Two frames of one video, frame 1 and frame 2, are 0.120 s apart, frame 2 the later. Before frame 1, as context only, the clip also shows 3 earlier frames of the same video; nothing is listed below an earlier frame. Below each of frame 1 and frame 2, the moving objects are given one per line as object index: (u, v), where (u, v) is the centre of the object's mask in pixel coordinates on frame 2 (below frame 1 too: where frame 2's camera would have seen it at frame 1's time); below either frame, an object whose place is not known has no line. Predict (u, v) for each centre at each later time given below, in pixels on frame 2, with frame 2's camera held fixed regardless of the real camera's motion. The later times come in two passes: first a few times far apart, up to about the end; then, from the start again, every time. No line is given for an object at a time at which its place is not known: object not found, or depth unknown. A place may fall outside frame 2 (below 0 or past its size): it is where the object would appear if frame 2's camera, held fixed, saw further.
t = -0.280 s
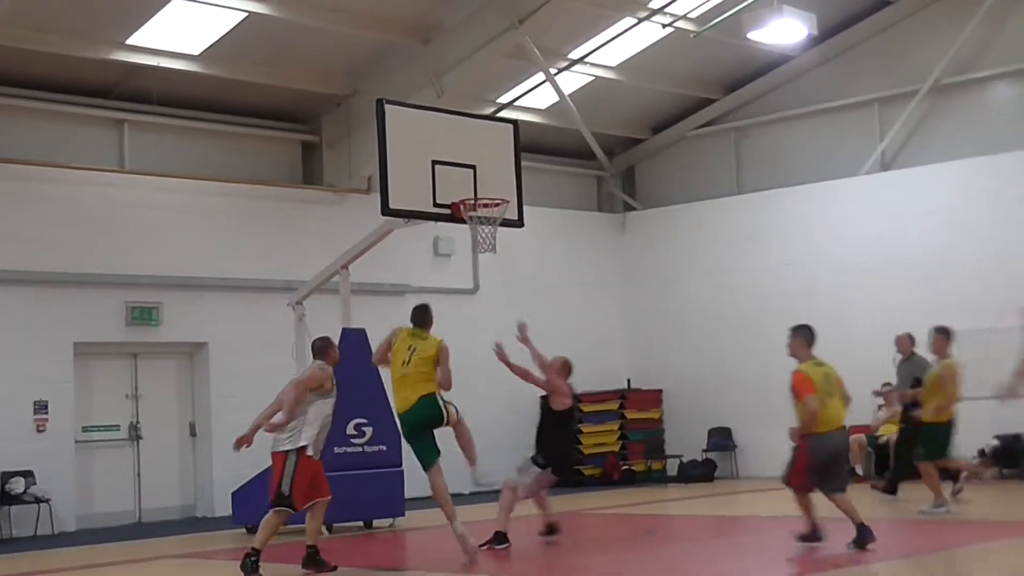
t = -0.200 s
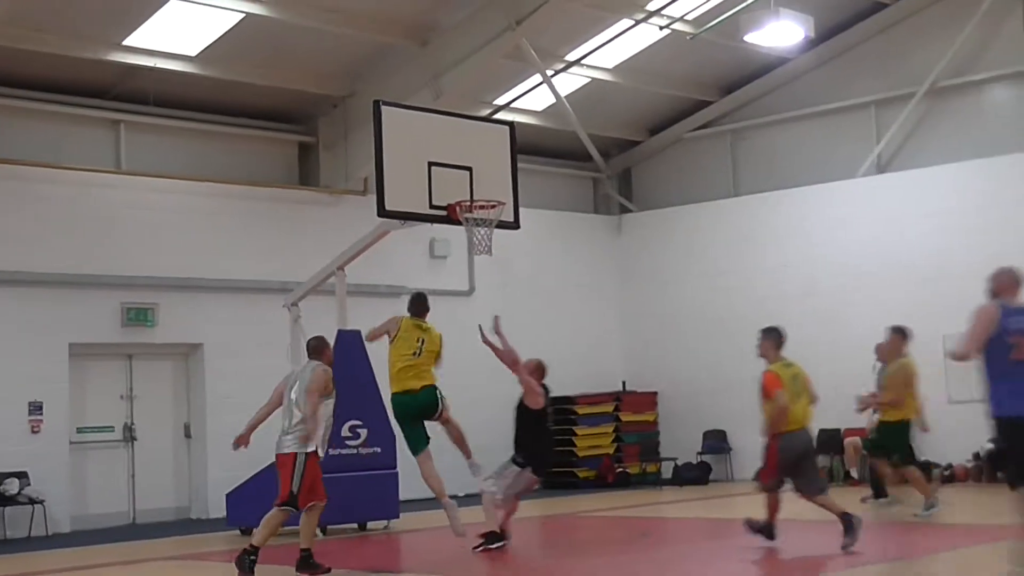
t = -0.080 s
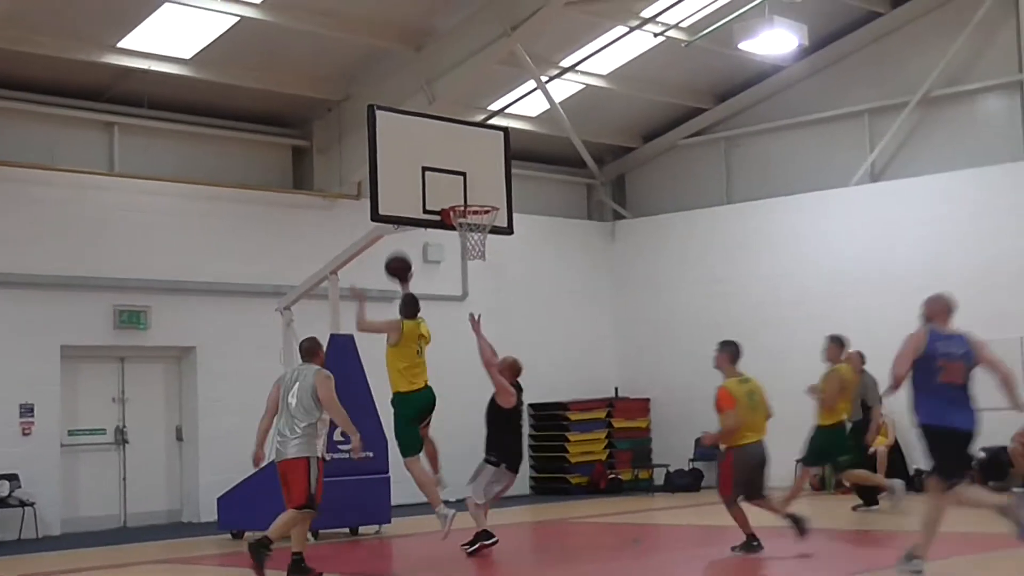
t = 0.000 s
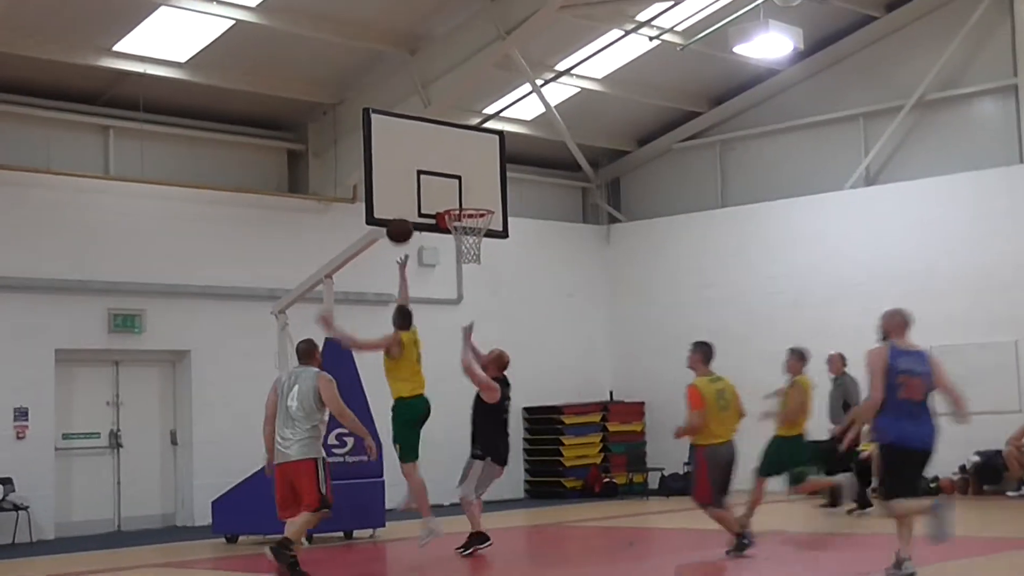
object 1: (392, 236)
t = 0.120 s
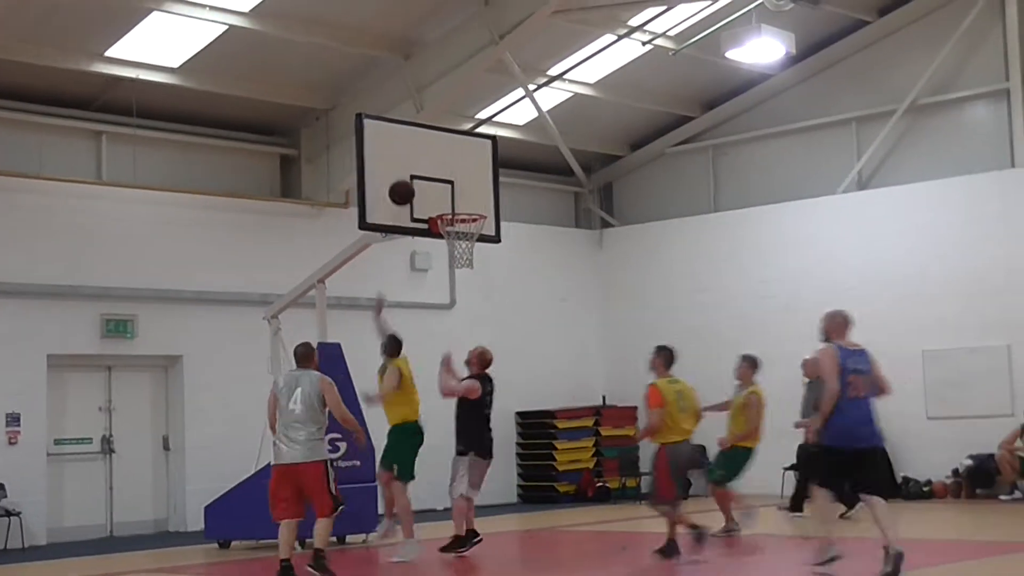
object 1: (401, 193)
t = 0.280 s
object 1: (414, 162)
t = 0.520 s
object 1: (443, 162)
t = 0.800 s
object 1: (466, 206)
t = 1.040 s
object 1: (454, 232)
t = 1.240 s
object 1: (462, 250)
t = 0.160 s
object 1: (405, 182)
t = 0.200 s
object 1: (408, 174)
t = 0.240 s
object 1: (411, 167)
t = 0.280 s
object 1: (414, 162)
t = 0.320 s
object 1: (417, 159)
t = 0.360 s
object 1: (420, 157)
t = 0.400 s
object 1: (425, 157)
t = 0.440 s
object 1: (431, 157)
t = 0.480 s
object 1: (437, 159)
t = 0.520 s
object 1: (443, 162)
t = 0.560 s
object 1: (449, 168)
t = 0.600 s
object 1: (454, 174)
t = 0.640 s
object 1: (460, 183)
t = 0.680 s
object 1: (466, 193)
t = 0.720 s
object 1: (473, 204)
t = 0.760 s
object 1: (472, 207)
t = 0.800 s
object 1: (466, 206)
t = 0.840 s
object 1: (459, 207)
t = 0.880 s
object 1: (454, 209)
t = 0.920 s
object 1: (454, 217)
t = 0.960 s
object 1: (455, 221)
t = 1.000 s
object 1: (455, 227)
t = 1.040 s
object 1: (454, 232)
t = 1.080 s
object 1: (455, 235)
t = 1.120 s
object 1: (456, 238)
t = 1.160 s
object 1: (458, 243)
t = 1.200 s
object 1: (459, 247)
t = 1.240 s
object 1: (462, 250)
